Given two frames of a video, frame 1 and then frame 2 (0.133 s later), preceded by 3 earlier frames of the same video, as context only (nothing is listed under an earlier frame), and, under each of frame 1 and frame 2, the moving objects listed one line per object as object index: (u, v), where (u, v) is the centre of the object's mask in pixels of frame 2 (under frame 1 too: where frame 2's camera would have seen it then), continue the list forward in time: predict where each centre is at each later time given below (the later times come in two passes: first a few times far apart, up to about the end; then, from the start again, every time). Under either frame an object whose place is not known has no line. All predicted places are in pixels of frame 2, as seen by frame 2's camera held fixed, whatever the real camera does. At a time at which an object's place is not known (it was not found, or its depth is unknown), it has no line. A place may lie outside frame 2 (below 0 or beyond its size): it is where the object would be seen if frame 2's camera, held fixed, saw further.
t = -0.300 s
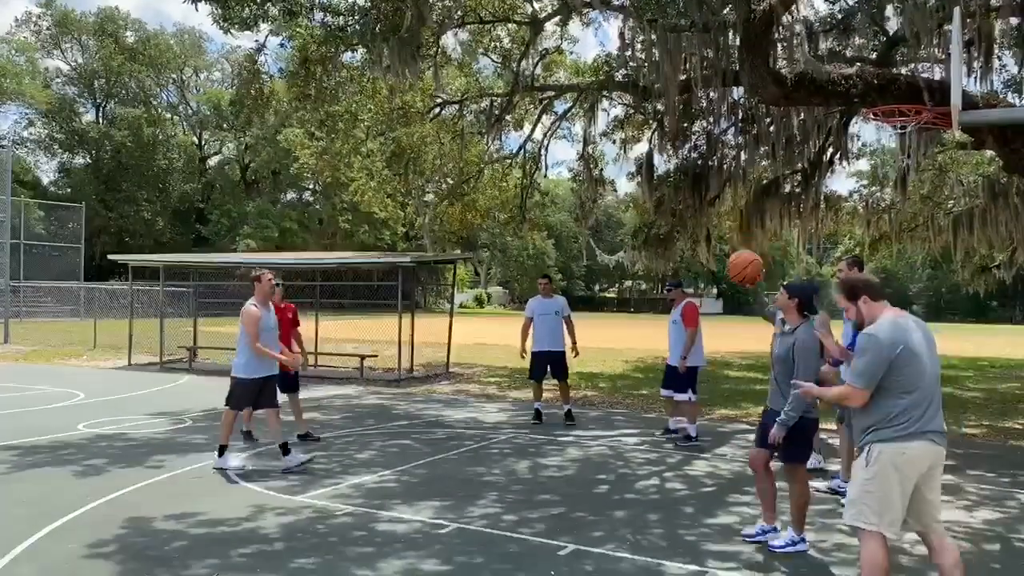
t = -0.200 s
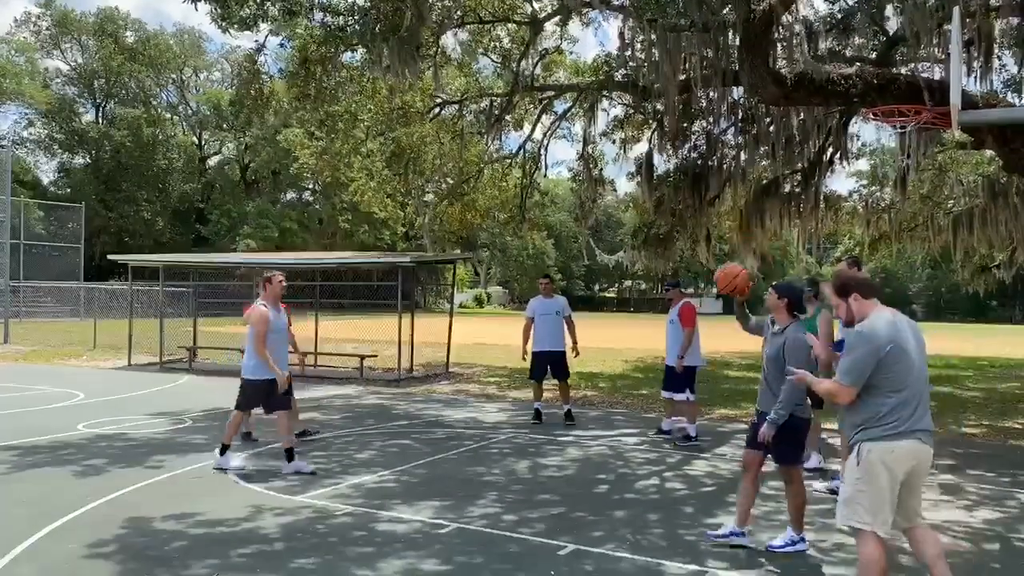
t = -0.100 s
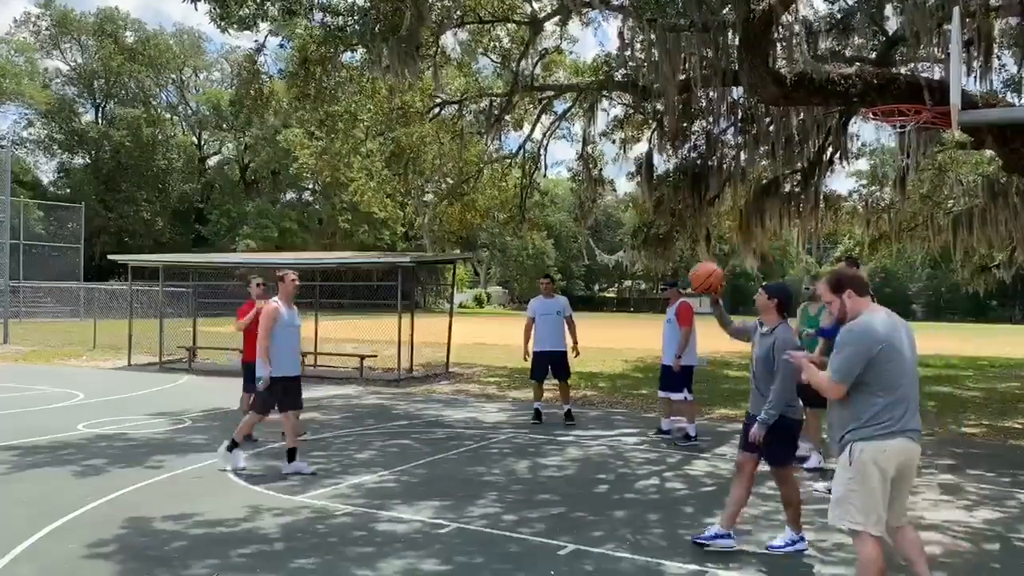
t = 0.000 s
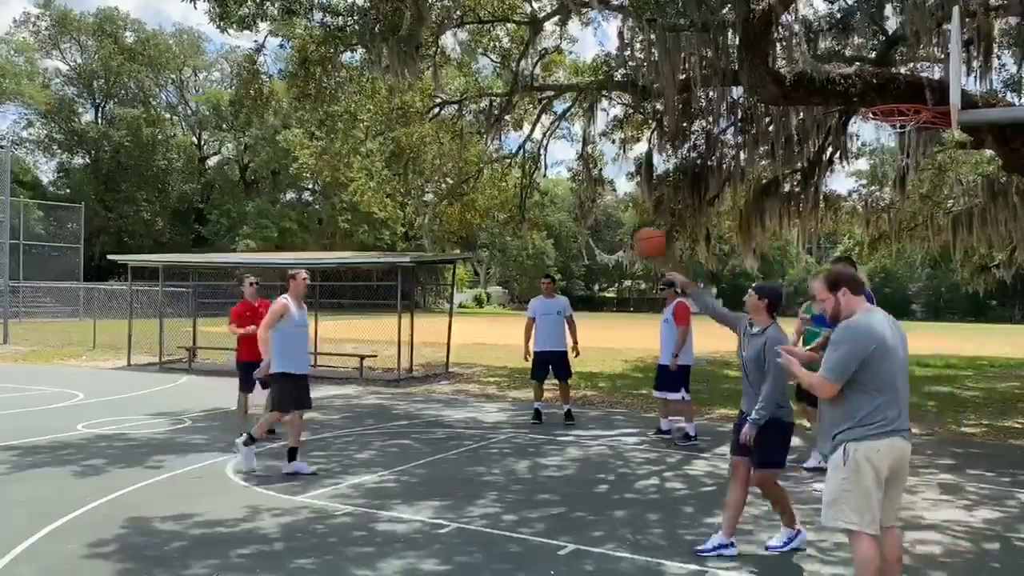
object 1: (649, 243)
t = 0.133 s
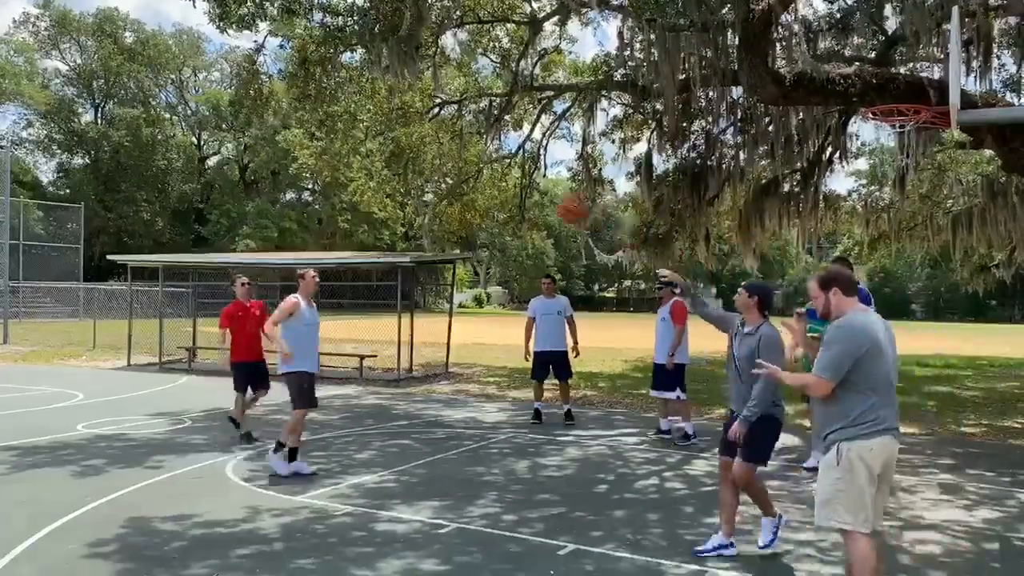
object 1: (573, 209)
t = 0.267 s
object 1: (510, 200)
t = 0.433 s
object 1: (437, 217)
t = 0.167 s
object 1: (555, 204)
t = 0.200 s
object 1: (537, 203)
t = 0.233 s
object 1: (524, 200)
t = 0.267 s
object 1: (510, 200)
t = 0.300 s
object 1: (492, 201)
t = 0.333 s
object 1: (477, 204)
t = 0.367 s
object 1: (463, 206)
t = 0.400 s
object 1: (450, 211)
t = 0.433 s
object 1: (437, 217)
